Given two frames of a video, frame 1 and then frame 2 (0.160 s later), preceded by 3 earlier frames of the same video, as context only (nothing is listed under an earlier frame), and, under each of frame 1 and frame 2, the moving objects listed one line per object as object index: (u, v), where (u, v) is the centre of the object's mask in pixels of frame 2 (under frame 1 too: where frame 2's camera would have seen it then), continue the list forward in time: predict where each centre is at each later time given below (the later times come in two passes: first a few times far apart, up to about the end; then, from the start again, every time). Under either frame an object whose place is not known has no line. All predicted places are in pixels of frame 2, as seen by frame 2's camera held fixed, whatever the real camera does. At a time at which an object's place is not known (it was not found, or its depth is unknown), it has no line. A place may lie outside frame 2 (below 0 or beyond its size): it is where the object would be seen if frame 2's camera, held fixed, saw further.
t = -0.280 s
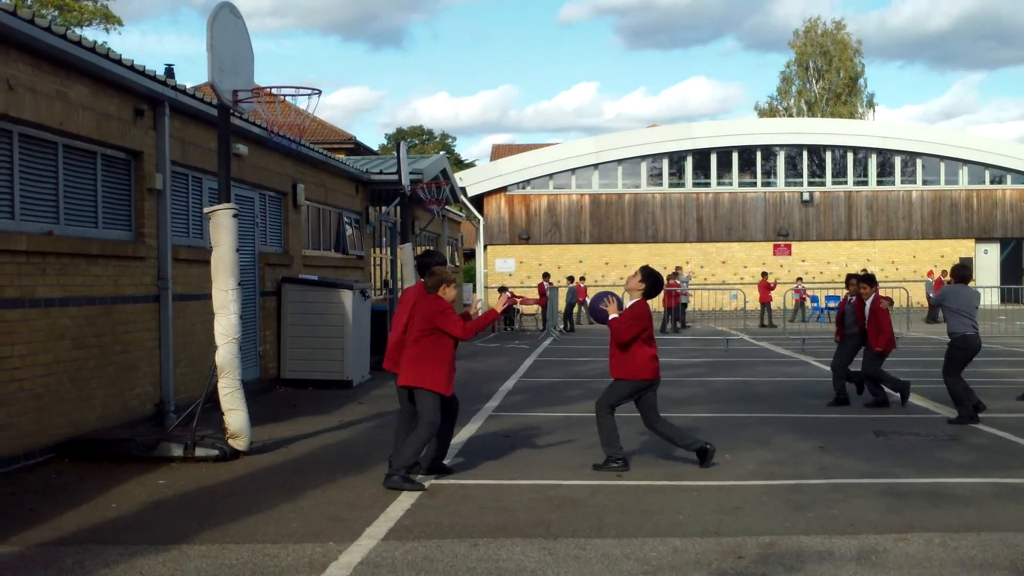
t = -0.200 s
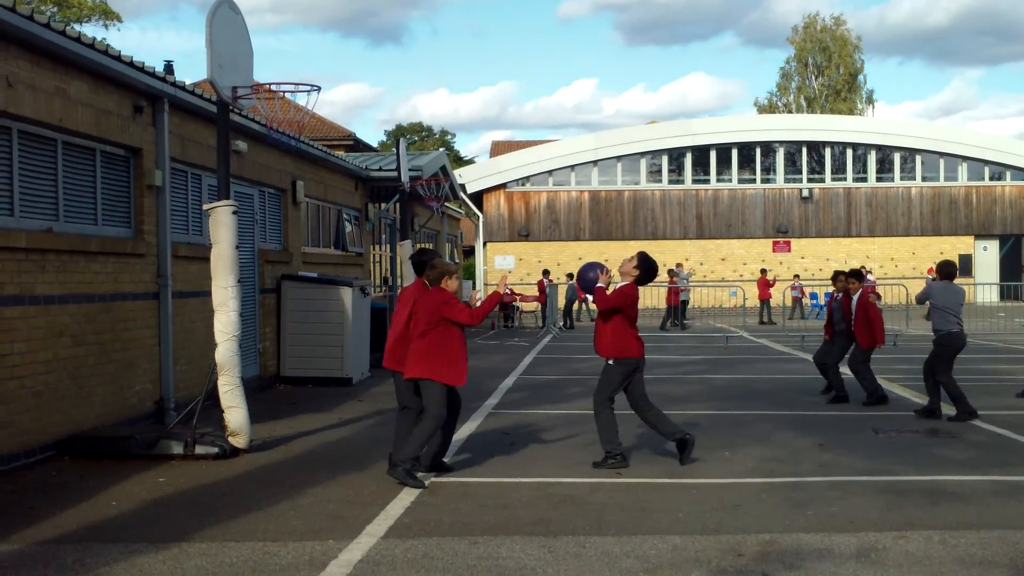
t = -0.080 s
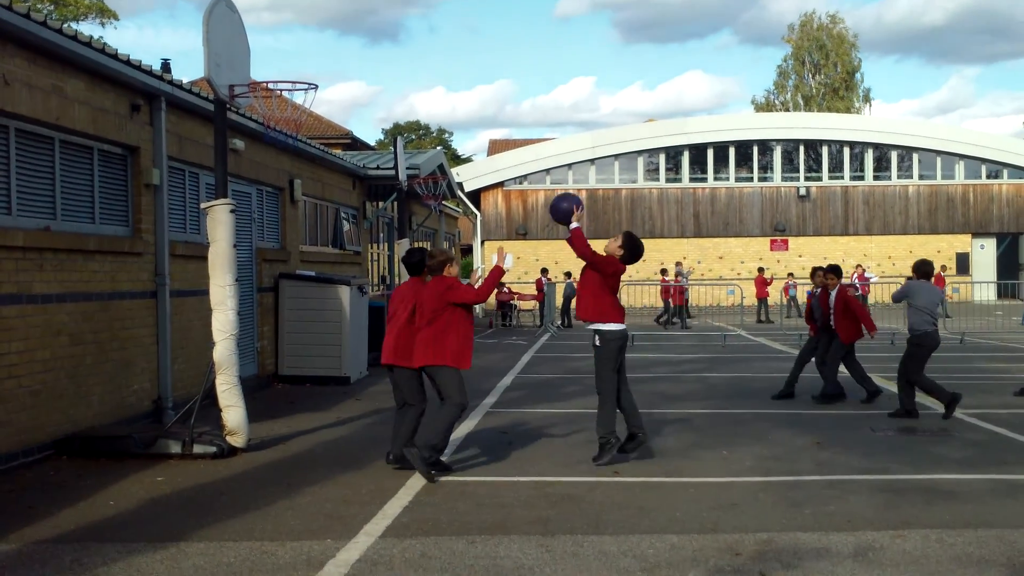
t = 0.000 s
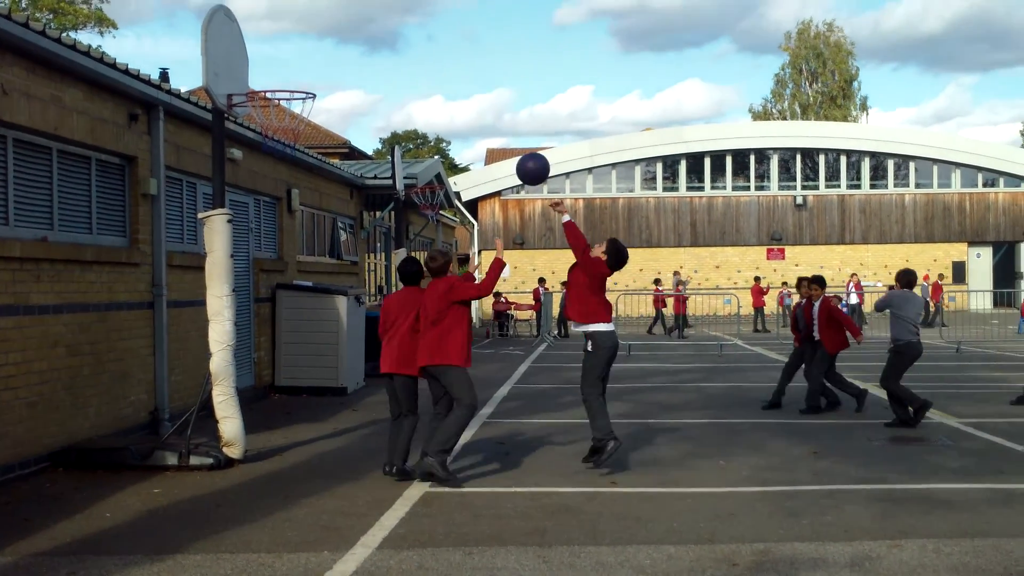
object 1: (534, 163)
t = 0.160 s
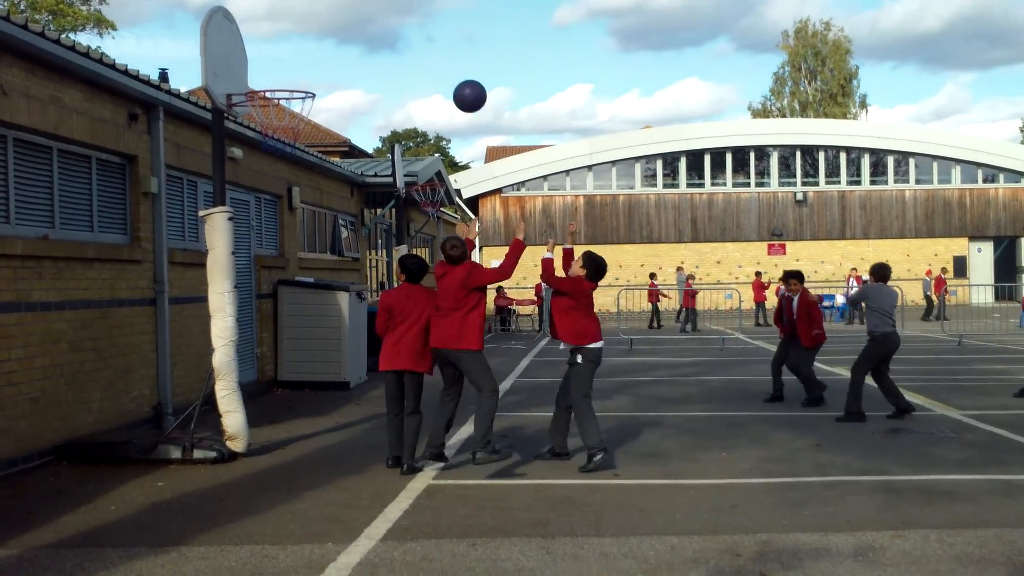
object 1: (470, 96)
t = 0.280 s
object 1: (425, 67)
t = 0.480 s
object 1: (351, 65)
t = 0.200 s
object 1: (455, 82)
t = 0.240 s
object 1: (440, 73)
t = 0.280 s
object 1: (425, 67)
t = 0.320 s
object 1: (410, 62)
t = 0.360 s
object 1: (394, 59)
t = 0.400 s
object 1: (380, 58)
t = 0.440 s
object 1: (365, 59)
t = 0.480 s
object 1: (351, 65)
